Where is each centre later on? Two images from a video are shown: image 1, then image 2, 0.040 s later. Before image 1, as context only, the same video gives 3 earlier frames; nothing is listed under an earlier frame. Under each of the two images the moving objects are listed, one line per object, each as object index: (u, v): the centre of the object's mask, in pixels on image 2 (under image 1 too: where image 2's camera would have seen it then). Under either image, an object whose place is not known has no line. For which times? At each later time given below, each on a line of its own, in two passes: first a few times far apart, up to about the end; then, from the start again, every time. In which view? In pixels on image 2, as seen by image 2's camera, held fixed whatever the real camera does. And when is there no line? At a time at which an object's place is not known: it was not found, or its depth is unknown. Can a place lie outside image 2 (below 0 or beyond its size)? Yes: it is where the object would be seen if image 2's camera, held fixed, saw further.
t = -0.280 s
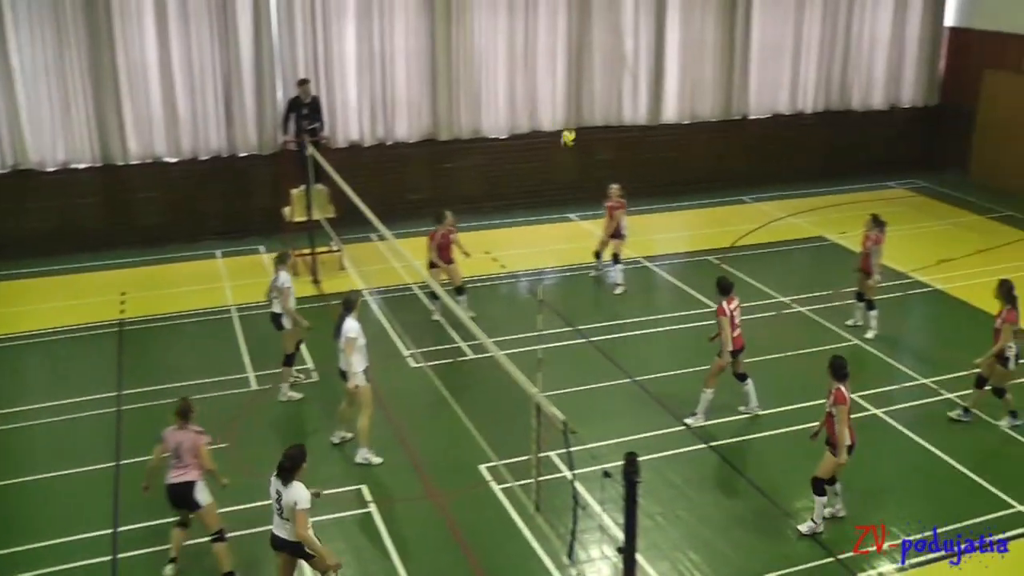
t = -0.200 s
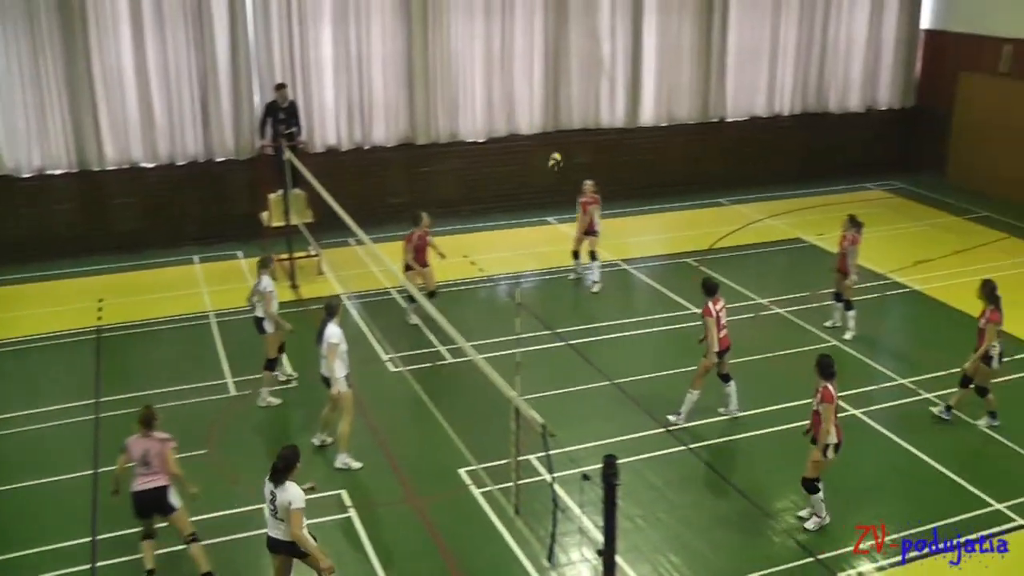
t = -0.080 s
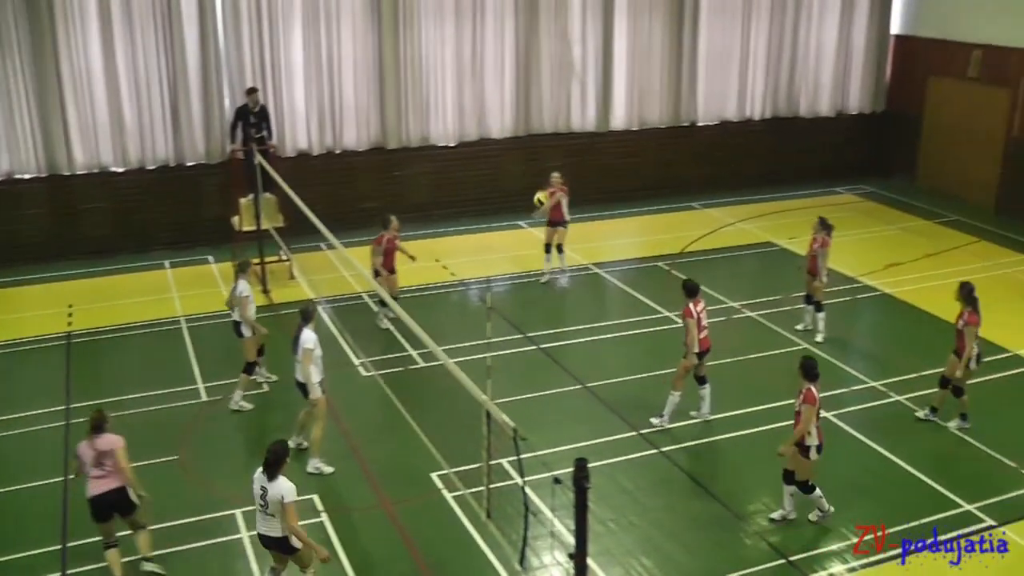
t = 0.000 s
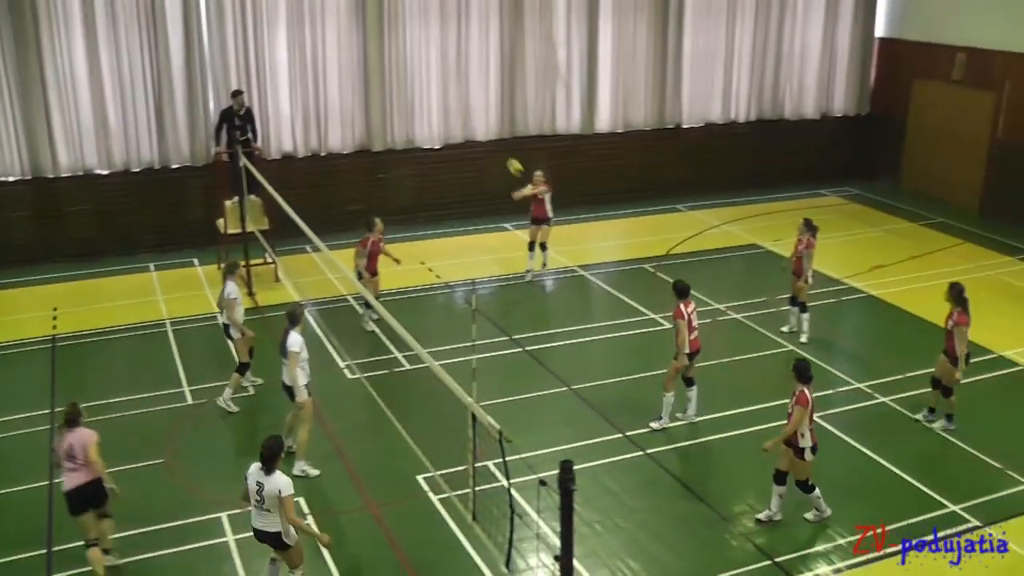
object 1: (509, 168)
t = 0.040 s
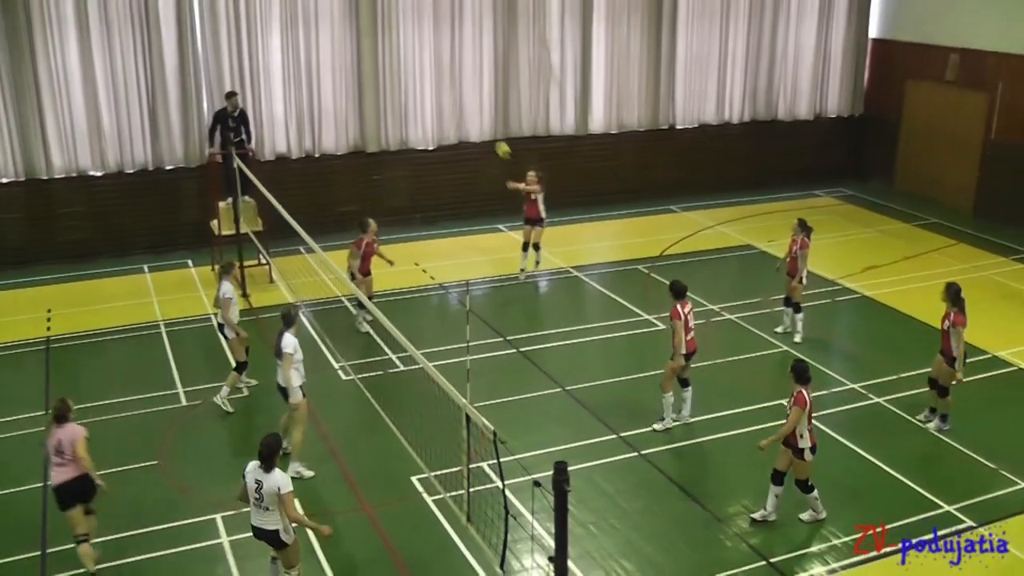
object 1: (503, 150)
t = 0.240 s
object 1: (471, 73)
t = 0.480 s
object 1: (437, 14)
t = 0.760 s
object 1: (397, -6)
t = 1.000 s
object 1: (365, 20)
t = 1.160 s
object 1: (345, 62)
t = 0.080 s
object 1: (497, 133)
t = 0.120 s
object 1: (489, 117)
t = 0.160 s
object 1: (484, 102)
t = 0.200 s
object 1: (477, 87)
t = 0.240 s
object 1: (471, 73)
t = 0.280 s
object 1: (464, 60)
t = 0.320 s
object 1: (459, 49)
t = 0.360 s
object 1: (453, 39)
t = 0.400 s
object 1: (448, 30)
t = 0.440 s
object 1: (442, 21)
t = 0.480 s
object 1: (437, 14)
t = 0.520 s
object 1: (431, 8)
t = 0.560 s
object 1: (426, 3)
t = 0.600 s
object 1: (419, -1)
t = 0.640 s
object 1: (414, -4)
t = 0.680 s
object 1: (408, -6)
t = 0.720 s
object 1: (402, -6)
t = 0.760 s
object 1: (397, -6)
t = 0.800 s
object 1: (391, -5)
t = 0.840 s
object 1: (386, -2)
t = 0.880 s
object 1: (380, 2)
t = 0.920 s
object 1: (376, 6)
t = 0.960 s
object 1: (370, 13)
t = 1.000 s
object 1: (365, 20)
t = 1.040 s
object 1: (359, 28)
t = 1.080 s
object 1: (355, 39)
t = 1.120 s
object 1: (350, 49)
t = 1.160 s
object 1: (345, 62)
